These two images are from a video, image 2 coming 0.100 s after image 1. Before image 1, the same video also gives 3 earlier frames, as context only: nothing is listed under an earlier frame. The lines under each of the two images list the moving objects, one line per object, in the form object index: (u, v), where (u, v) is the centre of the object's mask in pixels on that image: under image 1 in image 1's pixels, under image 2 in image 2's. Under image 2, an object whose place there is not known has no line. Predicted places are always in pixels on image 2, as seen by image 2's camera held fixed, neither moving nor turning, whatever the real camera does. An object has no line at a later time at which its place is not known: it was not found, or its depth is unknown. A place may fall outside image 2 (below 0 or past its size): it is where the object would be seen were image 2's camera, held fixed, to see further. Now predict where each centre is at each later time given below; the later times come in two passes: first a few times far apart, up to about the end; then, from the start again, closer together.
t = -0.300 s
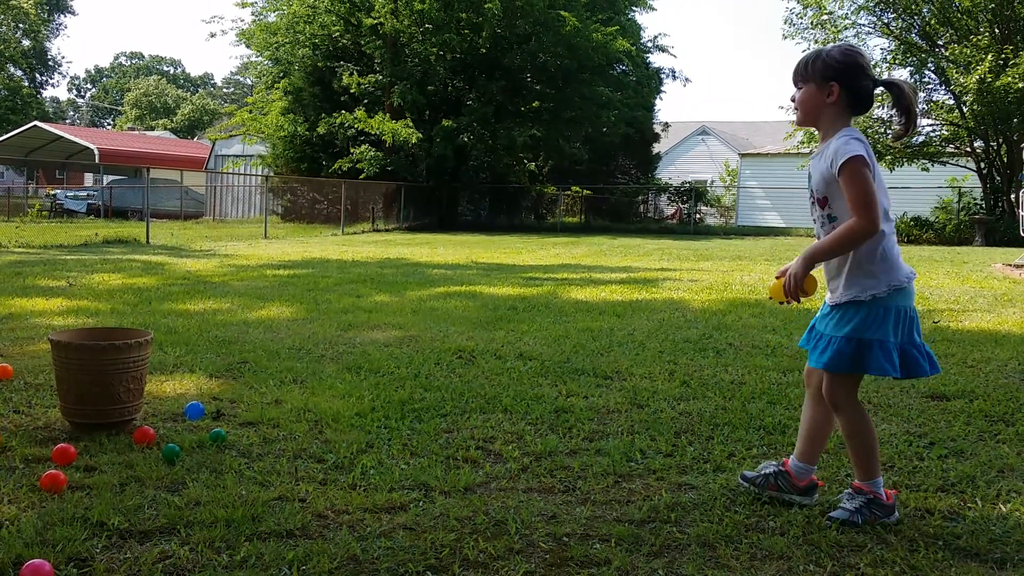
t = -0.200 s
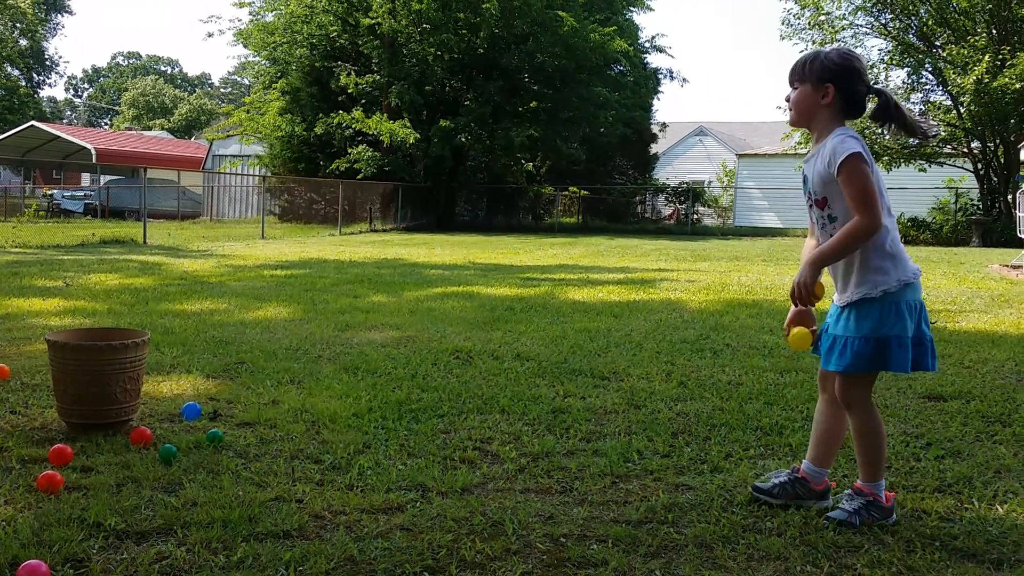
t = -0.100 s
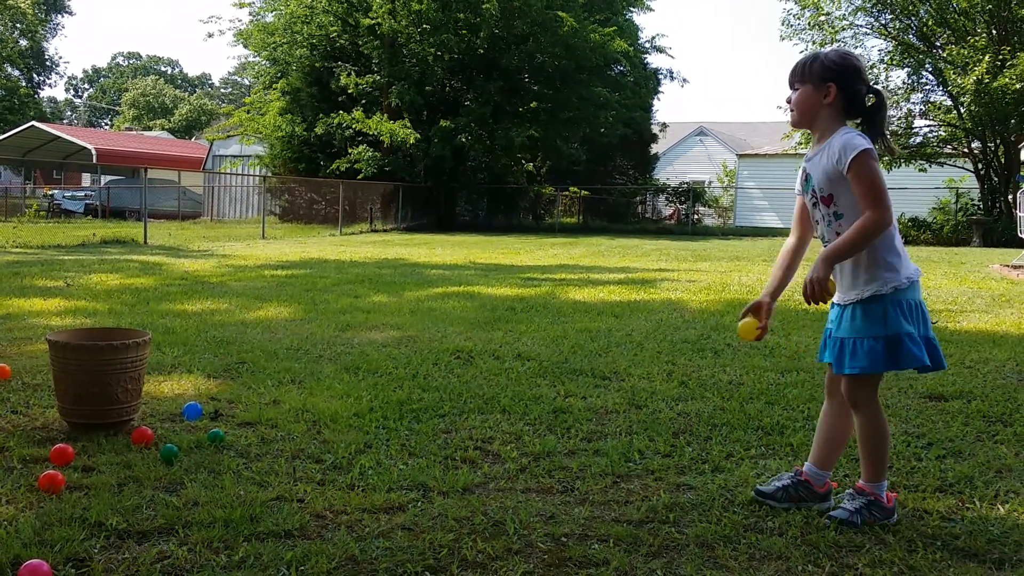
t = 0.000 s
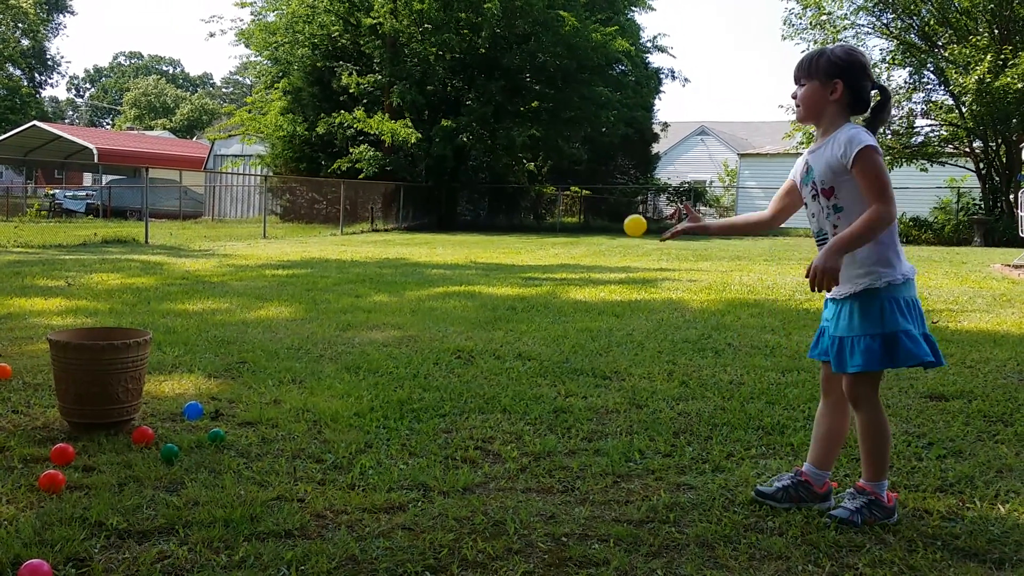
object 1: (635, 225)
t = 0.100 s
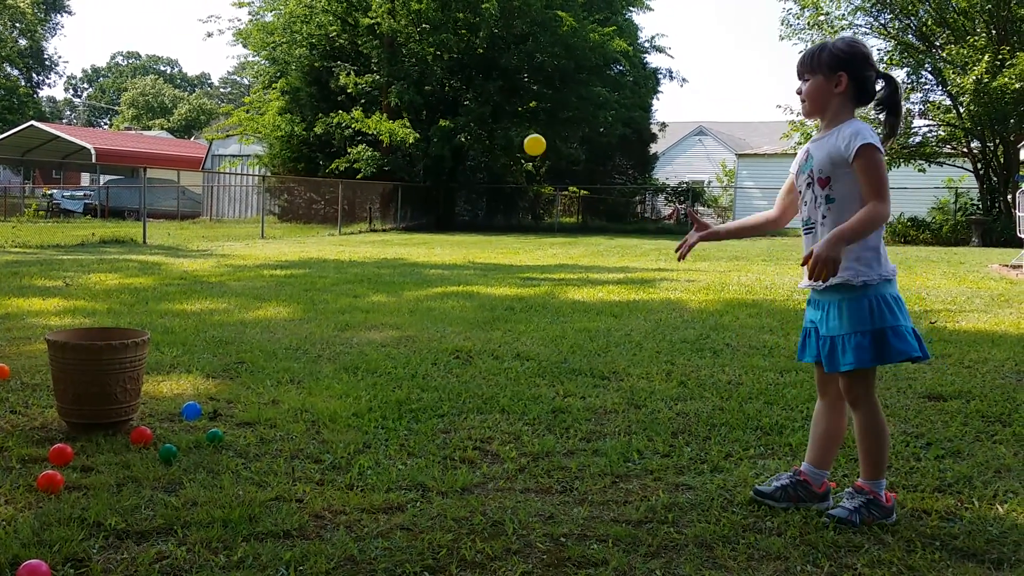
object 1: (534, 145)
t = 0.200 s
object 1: (445, 104)
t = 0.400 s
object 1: (287, 124)
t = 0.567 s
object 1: (173, 231)
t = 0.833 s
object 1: (60, 243)
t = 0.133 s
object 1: (504, 127)
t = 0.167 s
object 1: (474, 114)
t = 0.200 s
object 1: (445, 104)
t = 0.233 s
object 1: (417, 98)
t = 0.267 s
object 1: (390, 96)
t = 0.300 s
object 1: (363, 98)
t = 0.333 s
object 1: (337, 103)
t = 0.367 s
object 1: (311, 112)
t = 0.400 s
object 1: (287, 124)
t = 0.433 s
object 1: (263, 140)
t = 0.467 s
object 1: (239, 159)
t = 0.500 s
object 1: (217, 179)
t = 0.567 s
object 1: (173, 231)
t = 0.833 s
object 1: (60, 243)
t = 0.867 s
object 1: (47, 237)
